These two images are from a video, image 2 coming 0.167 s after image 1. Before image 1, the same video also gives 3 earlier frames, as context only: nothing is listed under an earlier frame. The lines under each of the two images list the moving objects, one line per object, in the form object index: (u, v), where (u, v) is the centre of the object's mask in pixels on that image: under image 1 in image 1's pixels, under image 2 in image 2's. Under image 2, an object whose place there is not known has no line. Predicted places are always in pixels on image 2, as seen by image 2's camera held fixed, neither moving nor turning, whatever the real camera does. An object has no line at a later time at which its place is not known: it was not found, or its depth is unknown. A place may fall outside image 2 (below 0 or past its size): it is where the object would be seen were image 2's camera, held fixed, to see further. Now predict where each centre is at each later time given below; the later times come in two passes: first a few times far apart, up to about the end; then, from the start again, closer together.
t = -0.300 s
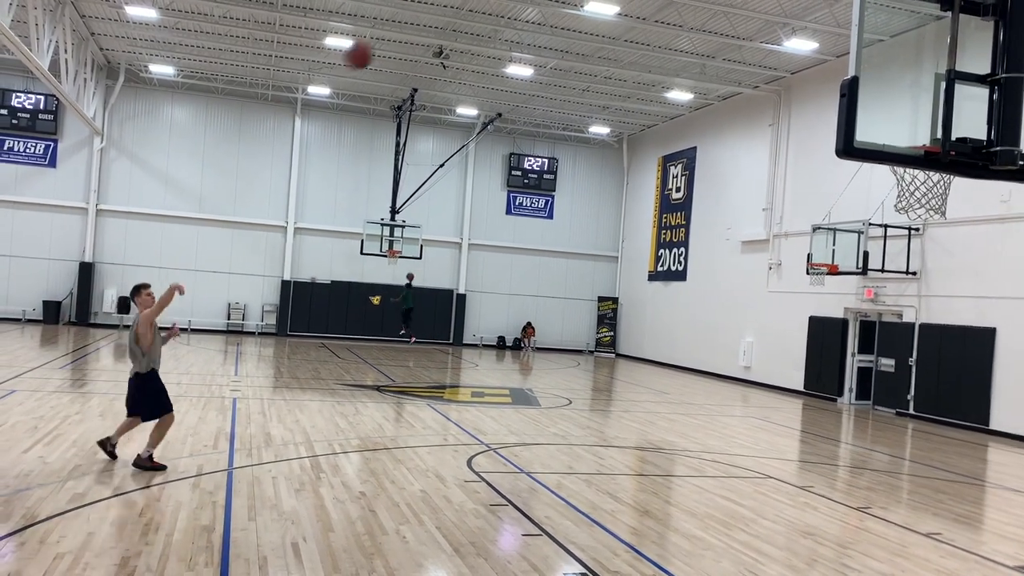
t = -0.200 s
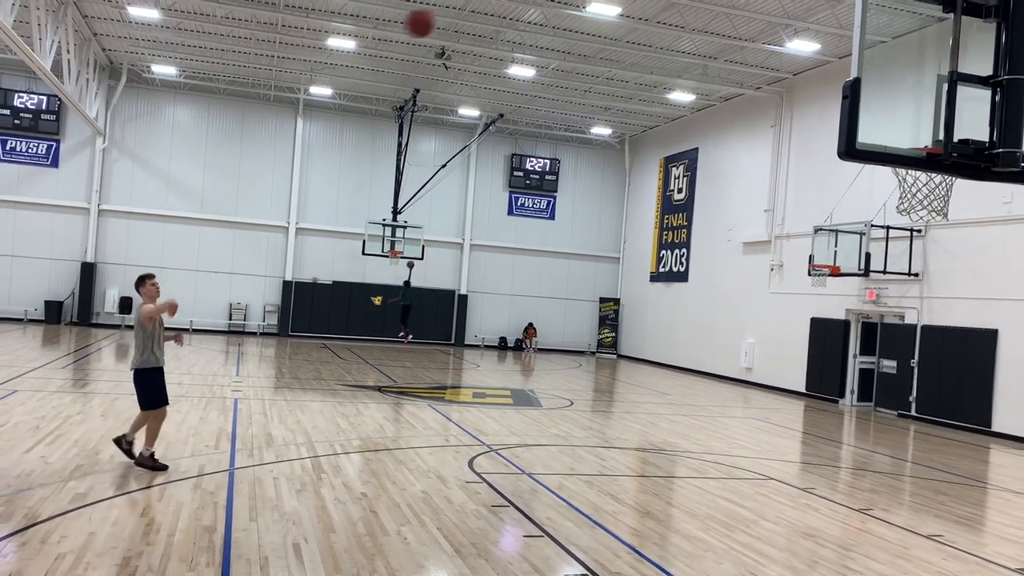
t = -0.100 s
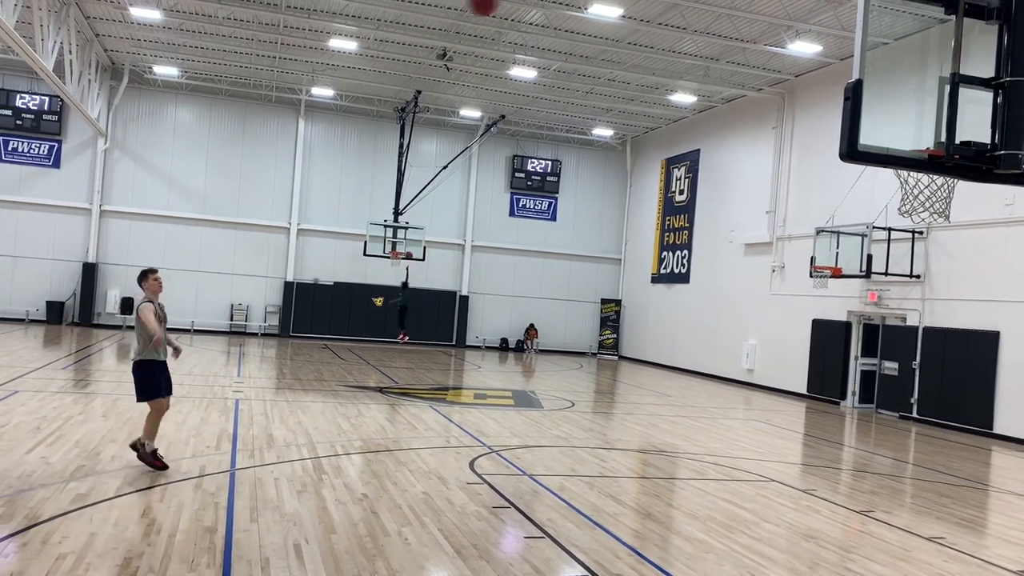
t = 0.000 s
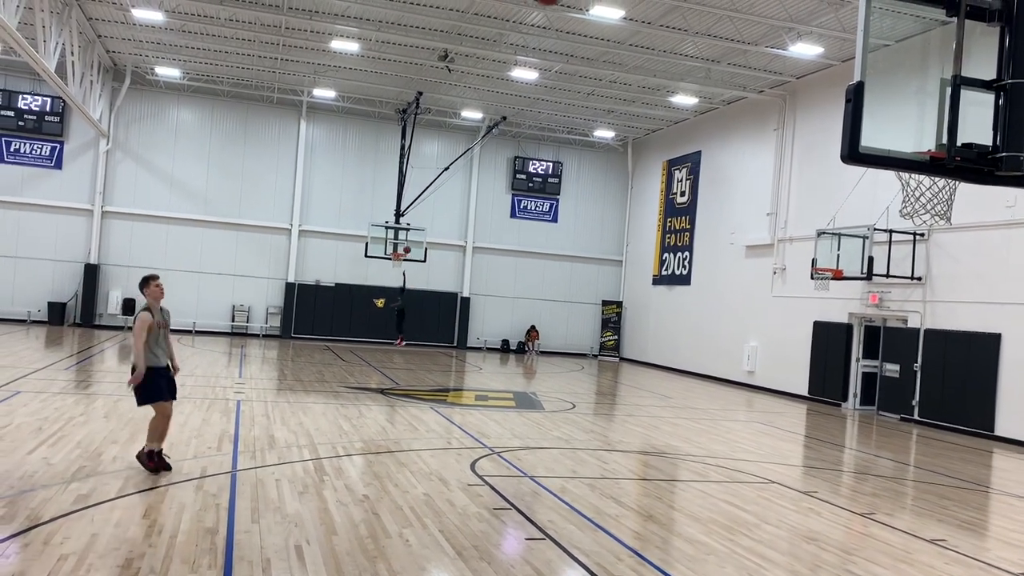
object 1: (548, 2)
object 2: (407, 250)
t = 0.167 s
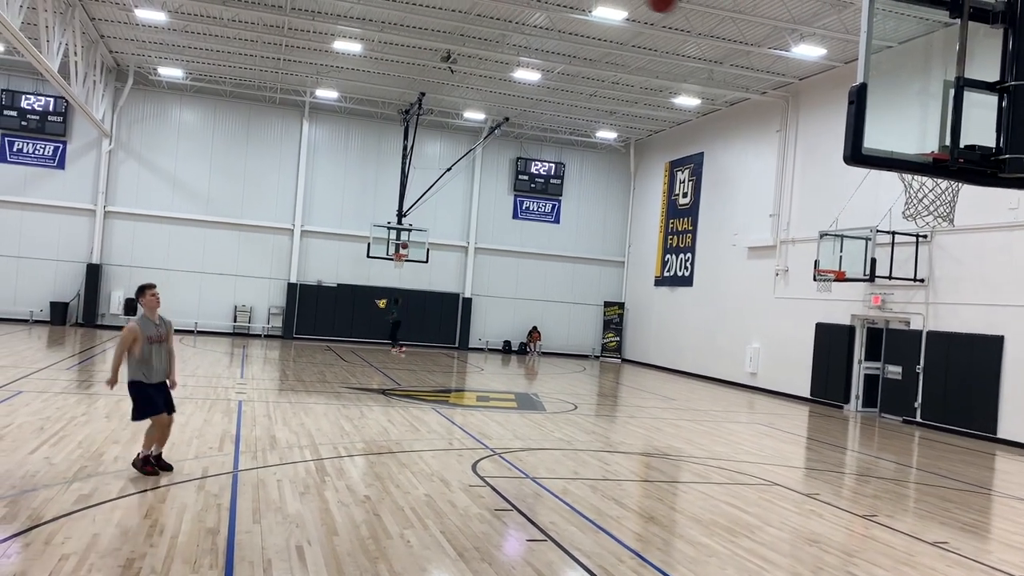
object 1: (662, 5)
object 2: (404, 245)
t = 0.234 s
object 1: (707, 11)
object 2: (403, 246)
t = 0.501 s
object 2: (395, 261)
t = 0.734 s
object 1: (901, 200)
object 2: (394, 282)
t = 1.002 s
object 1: (871, 251)
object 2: (391, 325)
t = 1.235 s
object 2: (394, 331)
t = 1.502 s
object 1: (800, 562)
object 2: (401, 308)
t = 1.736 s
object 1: (811, 429)
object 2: (406, 306)
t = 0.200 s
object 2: (403, 245)
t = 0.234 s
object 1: (707, 11)
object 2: (403, 246)
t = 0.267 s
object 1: (731, 17)
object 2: (402, 246)
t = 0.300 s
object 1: (755, 28)
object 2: (402, 247)
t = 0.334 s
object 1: (779, 39)
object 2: (401, 249)
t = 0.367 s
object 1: (804, 53)
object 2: (399, 250)
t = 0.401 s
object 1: (830, 69)
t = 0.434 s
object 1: (846, 83)
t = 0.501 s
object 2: (395, 261)
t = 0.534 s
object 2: (395, 263)
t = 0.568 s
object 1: (939, 182)
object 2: (395, 265)
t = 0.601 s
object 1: (931, 189)
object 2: (395, 267)
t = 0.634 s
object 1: (920, 197)
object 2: (395, 270)
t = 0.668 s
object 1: (911, 199)
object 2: (394, 273)
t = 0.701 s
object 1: (904, 203)
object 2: (394, 277)
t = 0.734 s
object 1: (901, 200)
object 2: (394, 282)
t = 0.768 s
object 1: (898, 200)
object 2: (394, 285)
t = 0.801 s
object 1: (895, 202)
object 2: (395, 291)
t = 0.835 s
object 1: (891, 206)
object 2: (394, 295)
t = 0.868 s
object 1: (888, 212)
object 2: (393, 300)
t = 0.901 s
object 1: (884, 219)
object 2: (393, 306)
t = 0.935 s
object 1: (880, 228)
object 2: (393, 312)
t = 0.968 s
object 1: (875, 239)
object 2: (392, 318)
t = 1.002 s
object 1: (871, 251)
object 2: (391, 325)
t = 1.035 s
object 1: (867, 265)
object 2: (391, 332)
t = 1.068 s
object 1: (862, 280)
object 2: (390, 339)
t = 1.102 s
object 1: (857, 296)
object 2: (389, 348)
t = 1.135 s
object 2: (390, 347)
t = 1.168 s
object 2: (391, 340)
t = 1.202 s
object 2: (393, 335)
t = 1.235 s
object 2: (394, 331)
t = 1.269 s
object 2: (395, 328)
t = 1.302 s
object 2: (396, 323)
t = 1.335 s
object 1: (823, 451)
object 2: (397, 320)
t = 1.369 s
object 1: (818, 479)
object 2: (398, 317)
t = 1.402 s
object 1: (812, 508)
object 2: (399, 314)
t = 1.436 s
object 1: (807, 539)
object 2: (399, 312)
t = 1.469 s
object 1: (801, 561)
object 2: (400, 310)
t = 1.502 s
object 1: (800, 562)
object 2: (401, 308)
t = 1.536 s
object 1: (802, 544)
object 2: (402, 307)
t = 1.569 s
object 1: (804, 521)
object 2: (403, 306)
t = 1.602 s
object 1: (806, 499)
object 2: (403, 305)
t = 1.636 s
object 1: (807, 479)
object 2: (404, 305)
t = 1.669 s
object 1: (809, 460)
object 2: (405, 305)
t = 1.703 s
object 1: (810, 443)
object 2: (405, 305)
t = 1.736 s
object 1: (811, 429)
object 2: (406, 306)
